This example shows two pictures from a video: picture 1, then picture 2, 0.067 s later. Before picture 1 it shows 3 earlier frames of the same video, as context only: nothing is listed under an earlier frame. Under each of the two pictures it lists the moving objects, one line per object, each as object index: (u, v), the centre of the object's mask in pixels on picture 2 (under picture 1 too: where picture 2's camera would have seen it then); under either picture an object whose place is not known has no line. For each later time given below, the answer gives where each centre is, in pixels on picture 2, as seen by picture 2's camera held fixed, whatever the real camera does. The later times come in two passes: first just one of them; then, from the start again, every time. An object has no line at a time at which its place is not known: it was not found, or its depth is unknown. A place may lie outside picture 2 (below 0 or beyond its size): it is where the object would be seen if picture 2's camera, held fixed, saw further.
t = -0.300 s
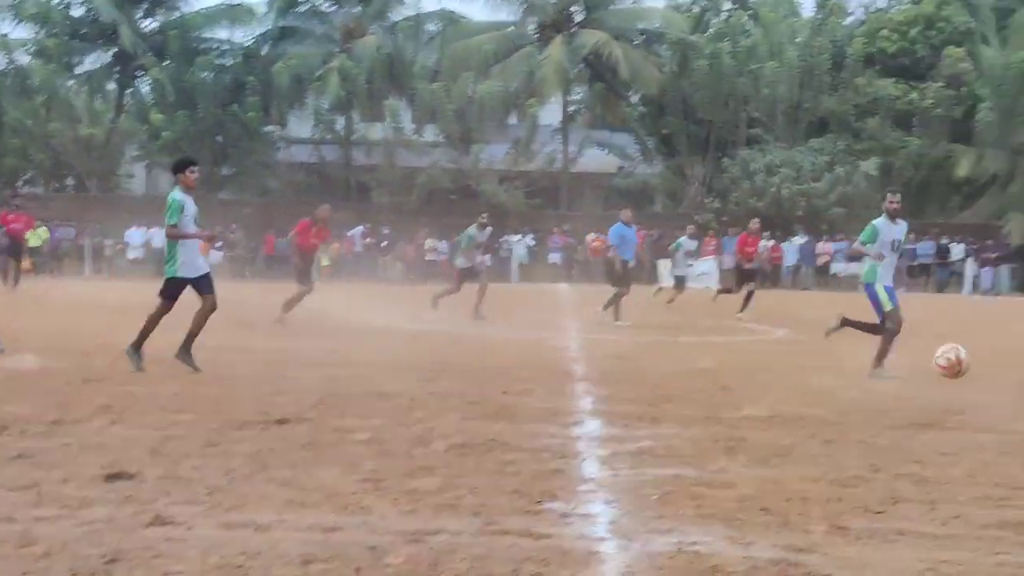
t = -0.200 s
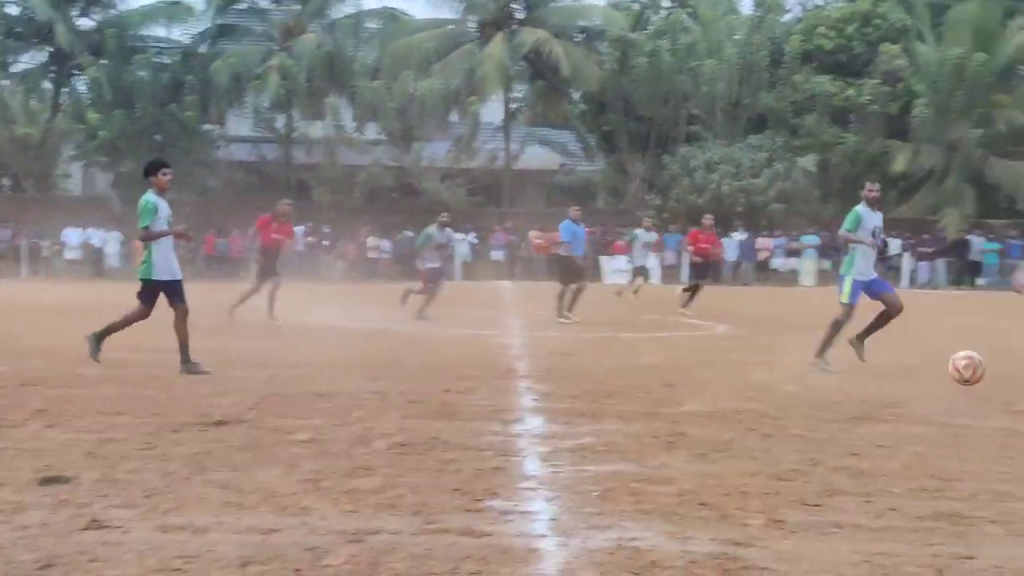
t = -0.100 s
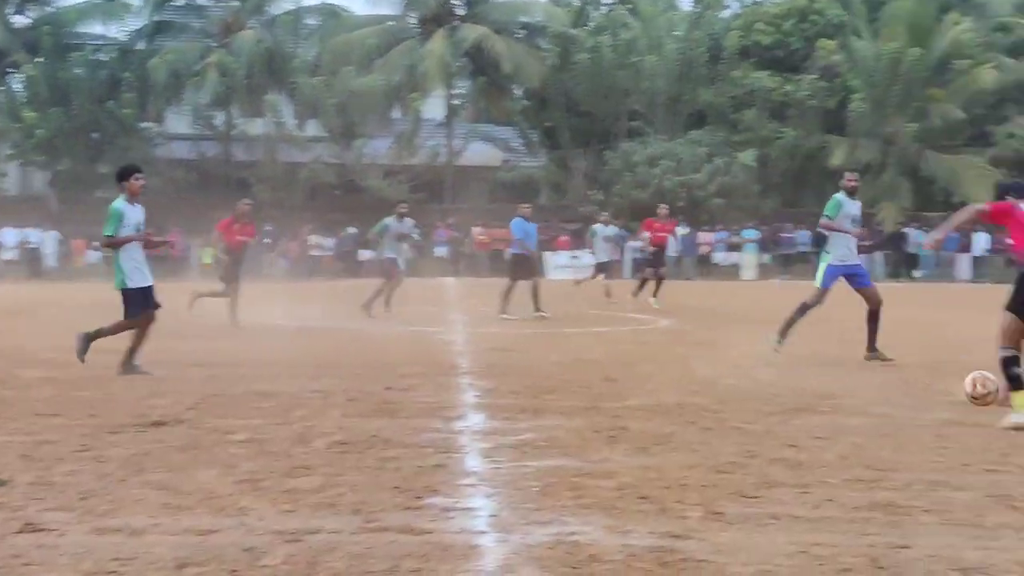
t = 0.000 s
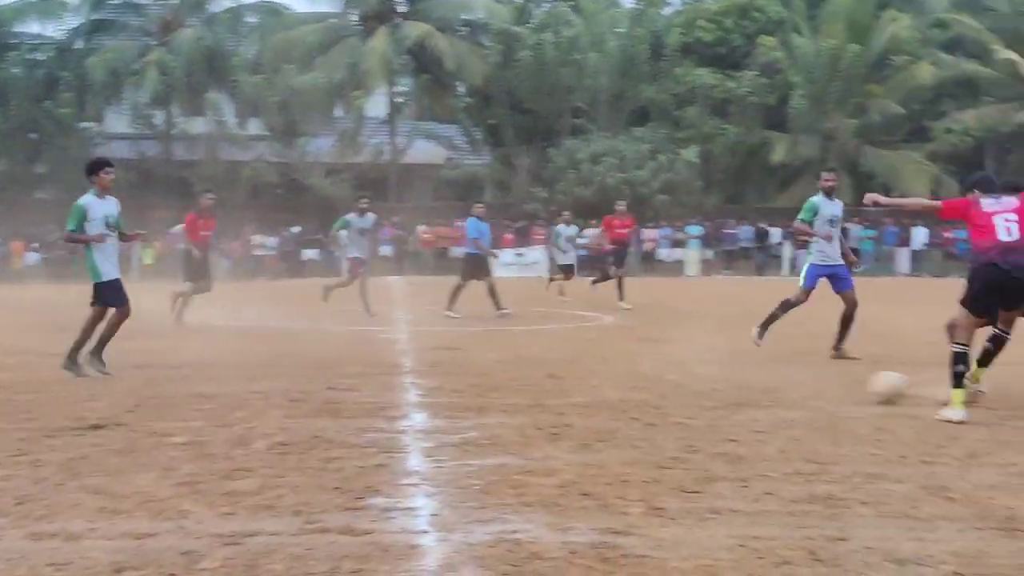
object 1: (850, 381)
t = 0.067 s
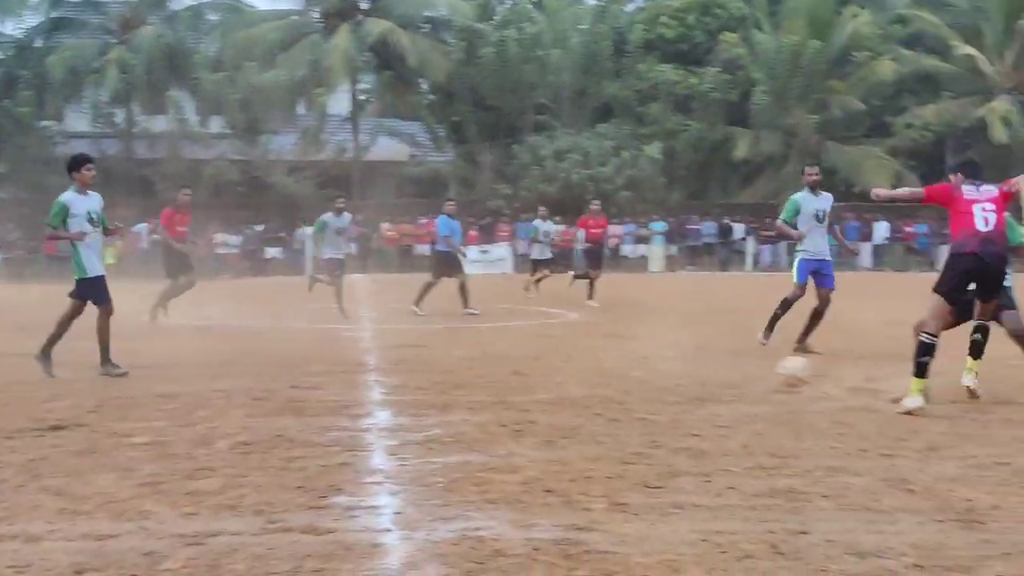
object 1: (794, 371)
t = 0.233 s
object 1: (680, 360)
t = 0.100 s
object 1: (768, 367)
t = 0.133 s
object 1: (743, 365)
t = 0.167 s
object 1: (719, 365)
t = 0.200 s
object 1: (698, 365)
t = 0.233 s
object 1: (680, 360)
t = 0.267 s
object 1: (665, 353)
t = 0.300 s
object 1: (649, 350)
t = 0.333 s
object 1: (634, 348)
